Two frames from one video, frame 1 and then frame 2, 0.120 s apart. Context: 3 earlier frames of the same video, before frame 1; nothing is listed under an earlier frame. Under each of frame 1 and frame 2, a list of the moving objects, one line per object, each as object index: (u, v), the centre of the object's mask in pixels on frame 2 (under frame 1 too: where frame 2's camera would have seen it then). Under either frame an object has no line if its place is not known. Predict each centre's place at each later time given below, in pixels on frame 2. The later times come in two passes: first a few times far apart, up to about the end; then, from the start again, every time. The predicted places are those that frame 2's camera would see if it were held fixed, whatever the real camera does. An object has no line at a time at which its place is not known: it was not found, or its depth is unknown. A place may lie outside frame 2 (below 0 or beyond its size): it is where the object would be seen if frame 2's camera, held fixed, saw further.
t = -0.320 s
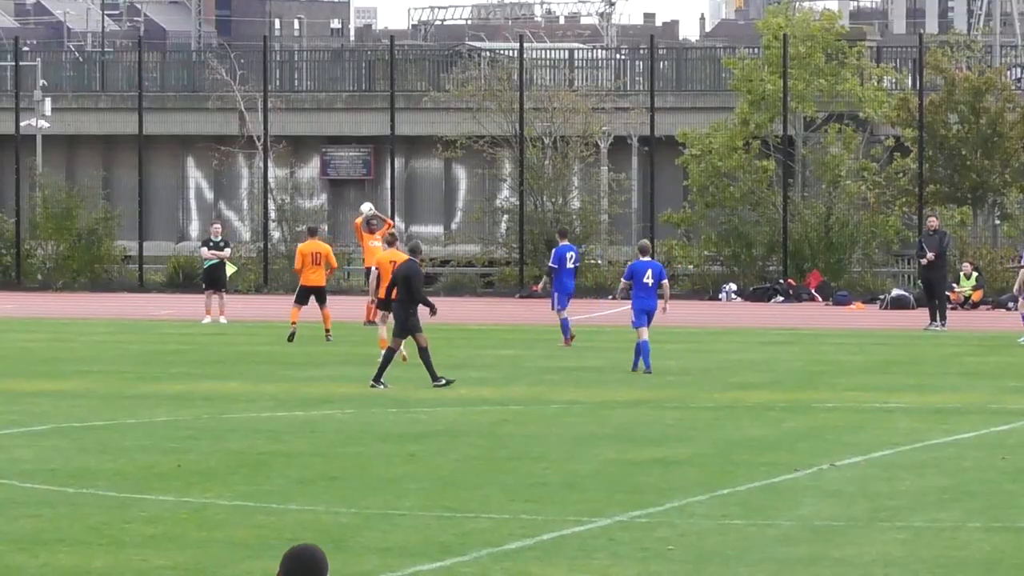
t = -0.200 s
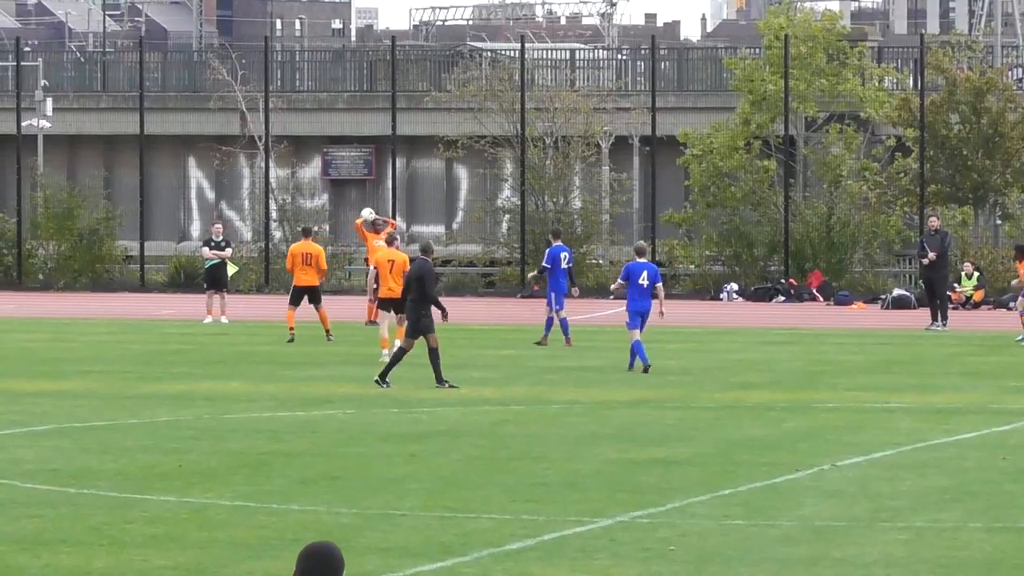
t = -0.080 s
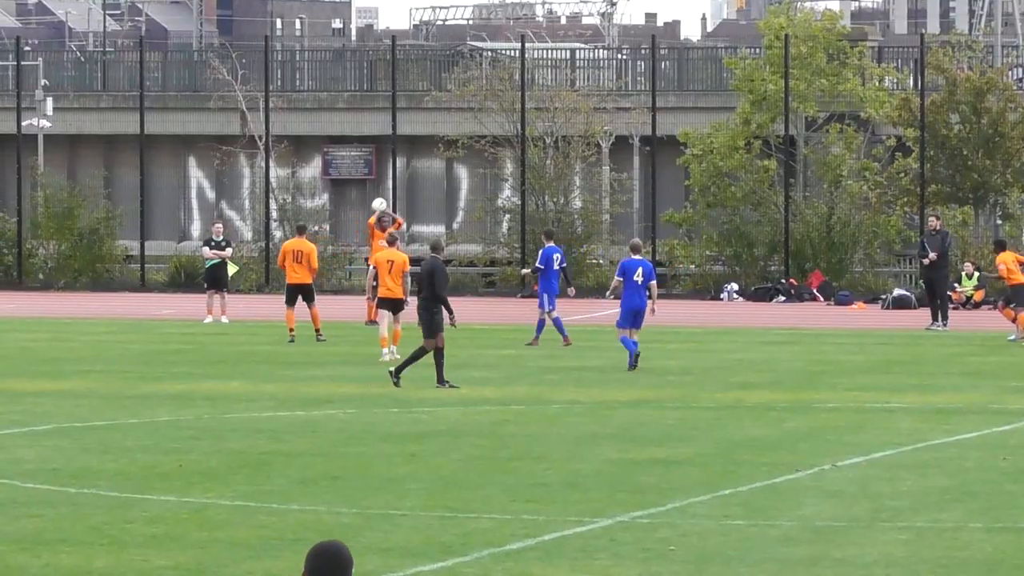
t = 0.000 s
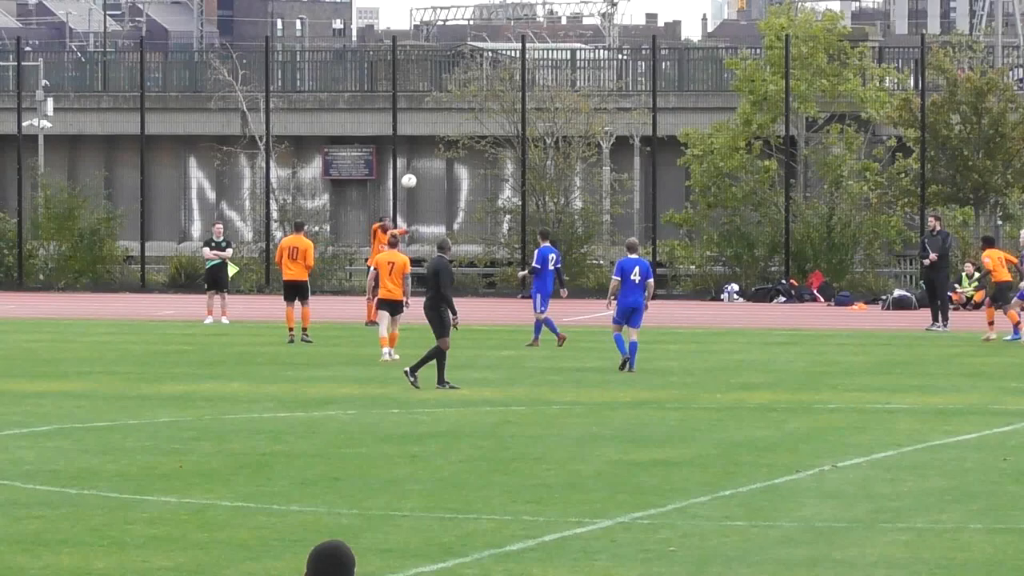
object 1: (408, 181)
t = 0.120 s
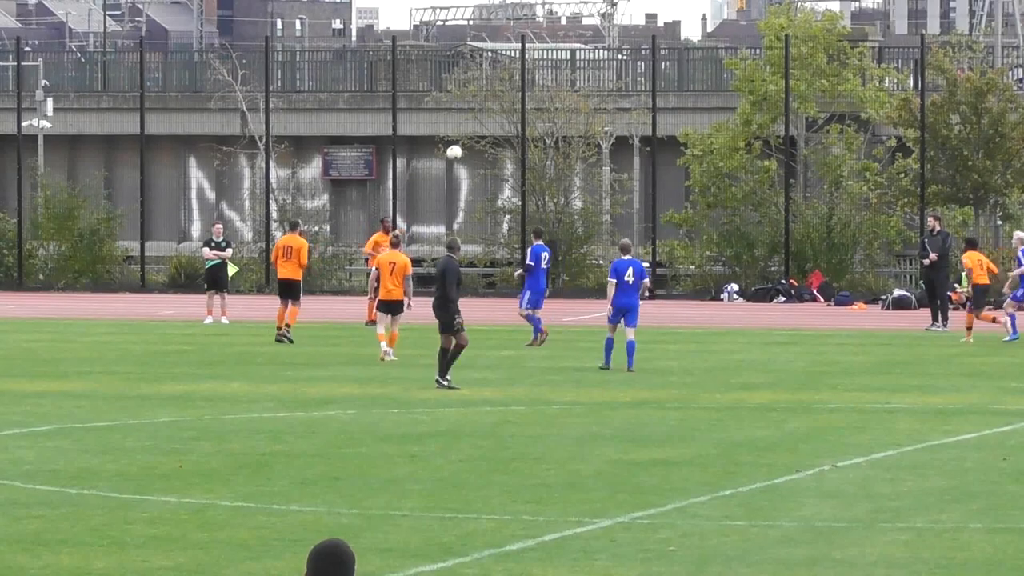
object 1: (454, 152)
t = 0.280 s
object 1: (513, 127)
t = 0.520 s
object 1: (602, 116)
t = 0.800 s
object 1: (706, 147)
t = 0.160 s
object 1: (467, 144)
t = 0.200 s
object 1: (483, 138)
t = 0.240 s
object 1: (498, 132)
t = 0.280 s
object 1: (513, 127)
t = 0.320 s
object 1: (527, 123)
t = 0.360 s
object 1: (542, 119)
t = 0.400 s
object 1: (557, 117)
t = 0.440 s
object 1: (572, 115)
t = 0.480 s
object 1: (587, 115)
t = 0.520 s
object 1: (602, 116)
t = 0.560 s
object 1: (617, 117)
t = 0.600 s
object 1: (632, 120)
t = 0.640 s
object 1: (646, 124)
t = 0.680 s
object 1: (661, 129)
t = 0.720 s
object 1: (676, 134)
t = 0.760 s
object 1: (691, 140)
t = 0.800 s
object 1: (706, 147)
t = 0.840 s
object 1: (721, 156)
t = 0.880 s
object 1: (736, 166)
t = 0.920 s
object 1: (752, 176)
